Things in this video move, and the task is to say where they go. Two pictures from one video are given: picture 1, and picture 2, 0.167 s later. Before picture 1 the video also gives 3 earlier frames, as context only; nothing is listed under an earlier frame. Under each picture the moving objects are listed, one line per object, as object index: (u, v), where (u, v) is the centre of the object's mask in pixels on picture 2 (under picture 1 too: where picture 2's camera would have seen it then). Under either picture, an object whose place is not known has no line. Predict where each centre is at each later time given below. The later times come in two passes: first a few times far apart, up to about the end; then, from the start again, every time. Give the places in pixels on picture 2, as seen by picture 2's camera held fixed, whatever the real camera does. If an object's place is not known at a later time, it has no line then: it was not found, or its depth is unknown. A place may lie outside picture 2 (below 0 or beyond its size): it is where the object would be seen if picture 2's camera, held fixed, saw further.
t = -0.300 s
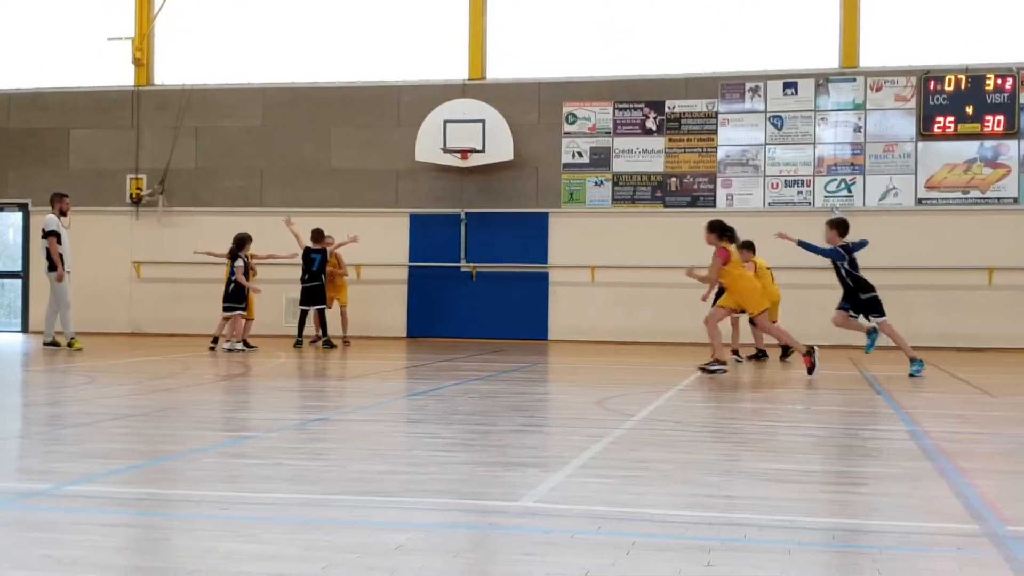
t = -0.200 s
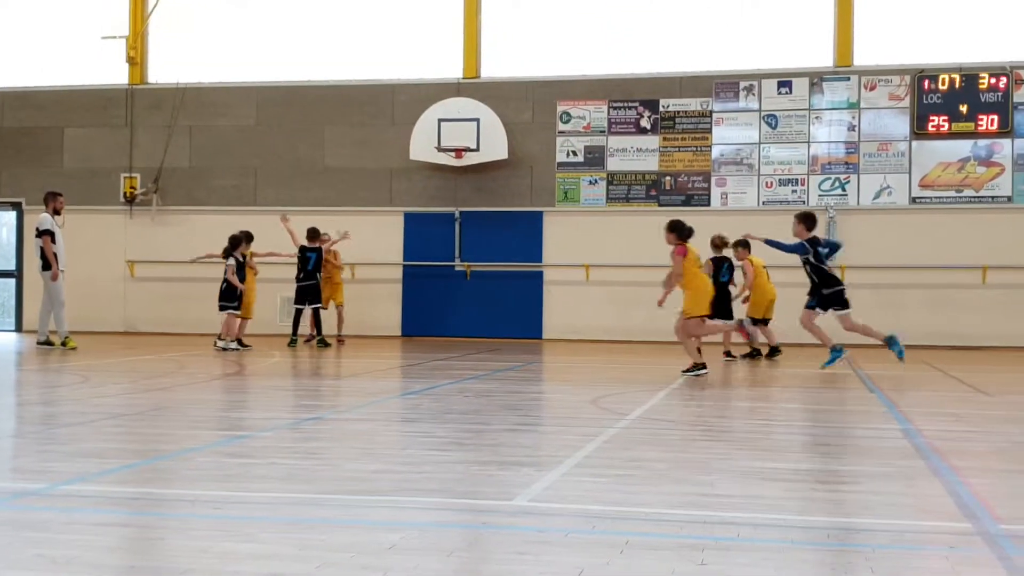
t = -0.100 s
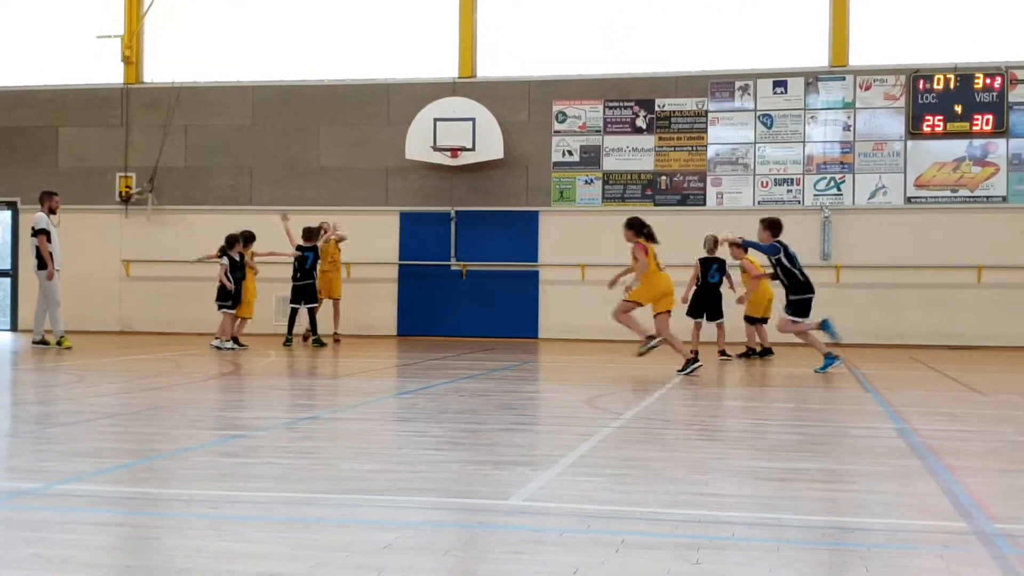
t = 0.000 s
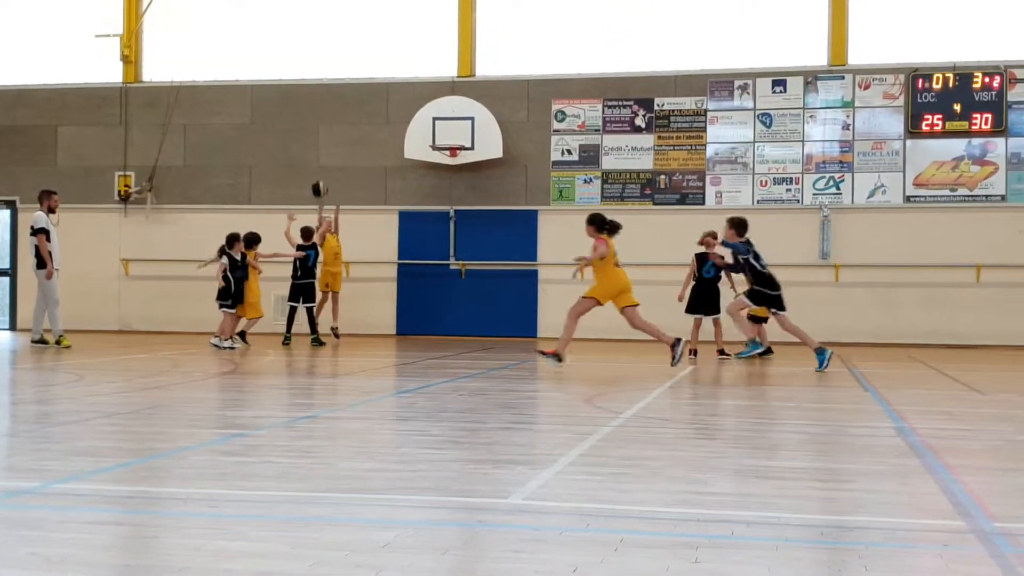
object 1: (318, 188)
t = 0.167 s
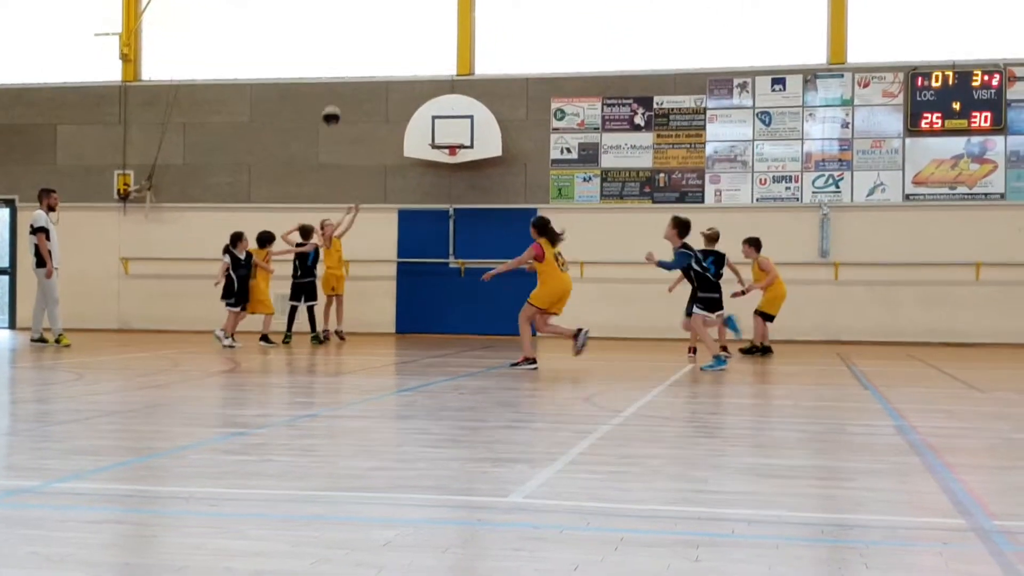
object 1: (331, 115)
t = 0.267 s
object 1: (340, 81)
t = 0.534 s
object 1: (364, 24)
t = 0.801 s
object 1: (391, 28)
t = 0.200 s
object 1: (334, 103)
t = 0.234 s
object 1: (337, 91)
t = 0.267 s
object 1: (340, 81)
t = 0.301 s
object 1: (343, 71)
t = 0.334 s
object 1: (346, 61)
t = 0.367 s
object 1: (349, 53)
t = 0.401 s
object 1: (352, 45)
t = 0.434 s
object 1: (354, 38)
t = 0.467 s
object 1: (358, 32)
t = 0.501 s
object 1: (361, 27)
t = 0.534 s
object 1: (364, 24)
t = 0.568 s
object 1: (367, 21)
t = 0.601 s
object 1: (370, 18)
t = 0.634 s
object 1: (374, 17)
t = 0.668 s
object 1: (377, 17)
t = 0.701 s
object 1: (380, 18)
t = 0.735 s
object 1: (384, 20)
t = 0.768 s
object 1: (388, 23)
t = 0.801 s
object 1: (391, 28)
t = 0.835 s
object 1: (395, 33)
